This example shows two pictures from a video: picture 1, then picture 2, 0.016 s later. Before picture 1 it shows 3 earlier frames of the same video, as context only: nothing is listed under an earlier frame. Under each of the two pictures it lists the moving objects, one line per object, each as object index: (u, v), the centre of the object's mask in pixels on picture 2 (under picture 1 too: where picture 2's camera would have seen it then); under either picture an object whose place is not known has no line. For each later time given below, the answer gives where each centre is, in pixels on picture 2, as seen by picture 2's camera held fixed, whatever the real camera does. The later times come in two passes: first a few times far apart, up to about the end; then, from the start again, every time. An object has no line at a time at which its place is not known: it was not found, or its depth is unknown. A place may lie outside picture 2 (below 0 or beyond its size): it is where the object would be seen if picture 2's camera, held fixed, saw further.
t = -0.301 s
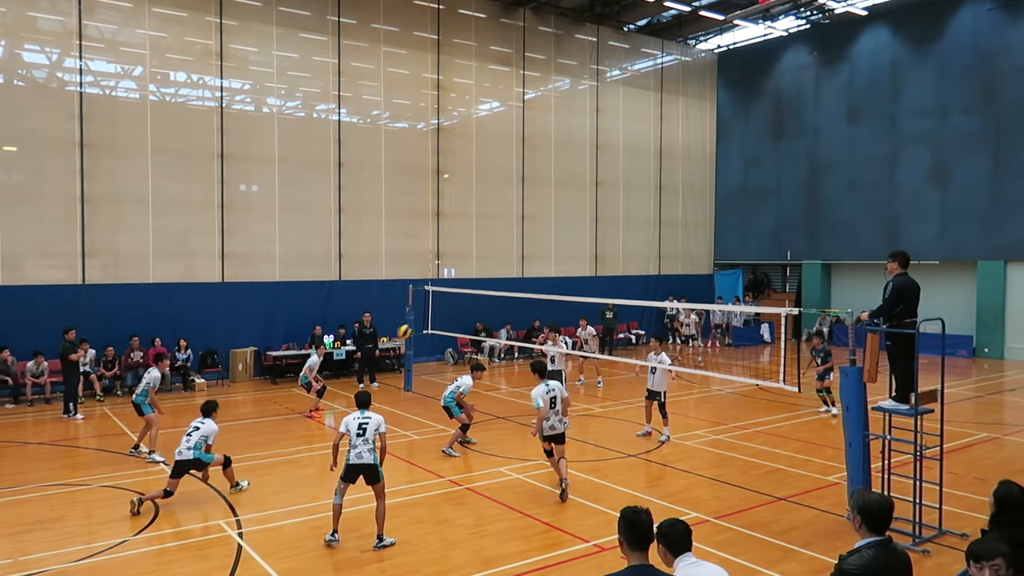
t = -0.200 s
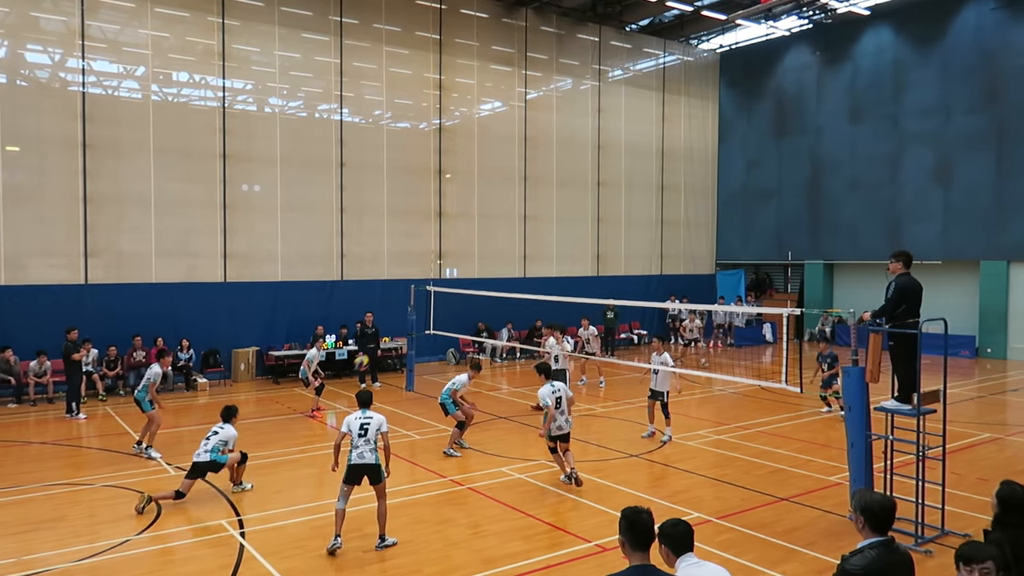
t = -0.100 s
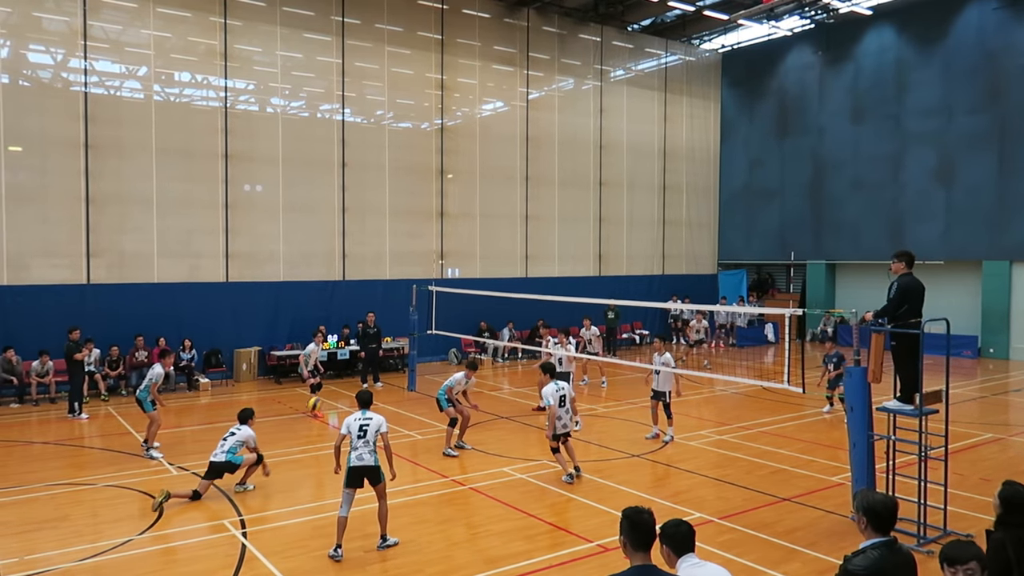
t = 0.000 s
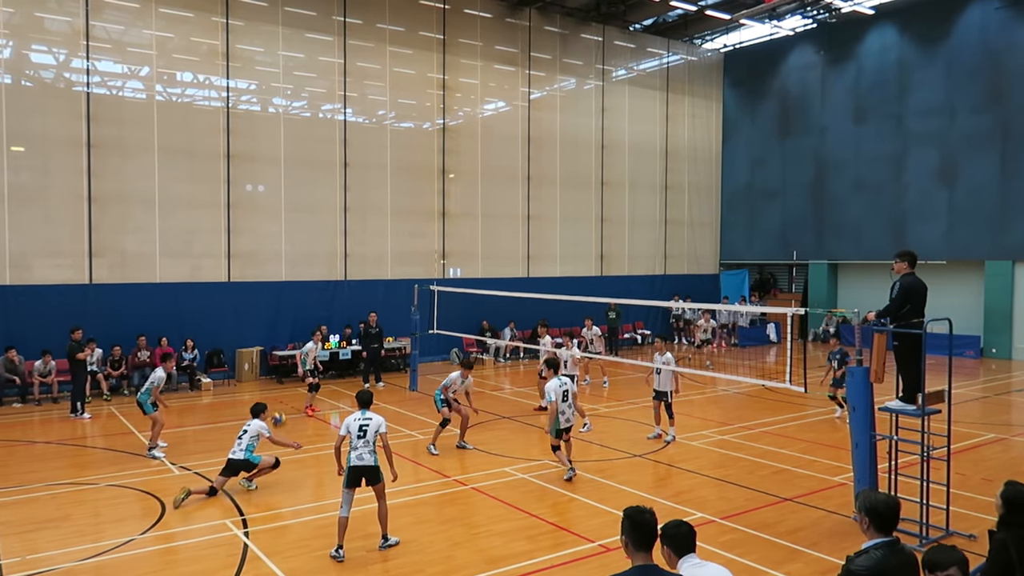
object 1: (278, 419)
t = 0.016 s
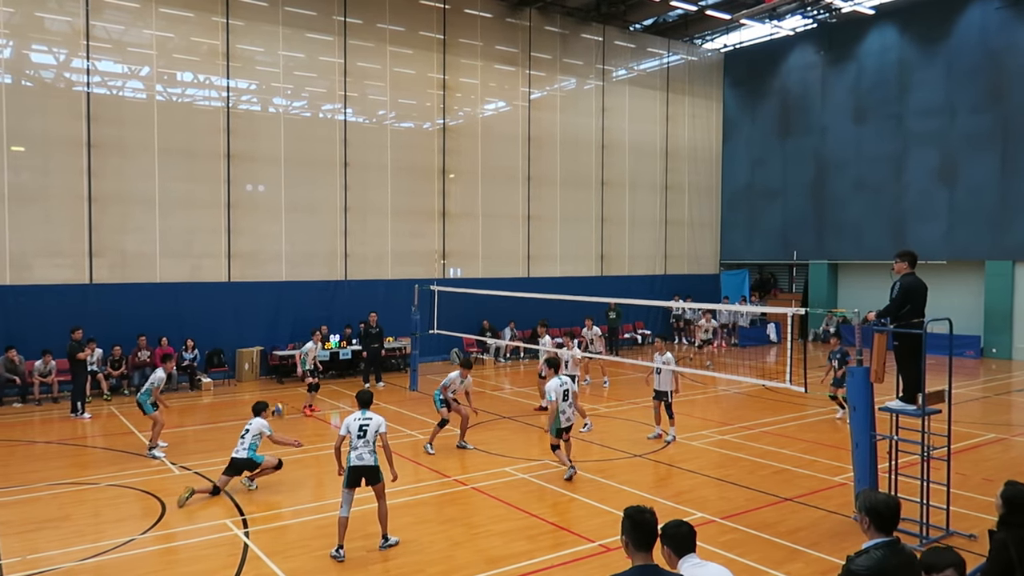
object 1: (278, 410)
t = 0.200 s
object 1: (272, 332)
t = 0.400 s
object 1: (264, 280)
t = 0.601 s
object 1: (256, 258)
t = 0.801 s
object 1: (250, 263)
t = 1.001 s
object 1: (243, 289)
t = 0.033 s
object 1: (277, 401)
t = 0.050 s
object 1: (276, 392)
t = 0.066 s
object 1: (276, 385)
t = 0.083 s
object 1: (276, 377)
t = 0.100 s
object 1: (275, 371)
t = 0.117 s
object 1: (274, 364)
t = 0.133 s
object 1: (274, 357)
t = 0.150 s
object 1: (273, 350)
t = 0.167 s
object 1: (273, 343)
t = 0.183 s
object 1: (273, 337)
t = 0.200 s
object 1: (272, 332)
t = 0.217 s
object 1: (272, 326)
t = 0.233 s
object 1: (271, 320)
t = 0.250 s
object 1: (270, 315)
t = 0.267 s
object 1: (269, 311)
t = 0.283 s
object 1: (269, 306)
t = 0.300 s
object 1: (268, 301)
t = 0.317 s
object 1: (268, 297)
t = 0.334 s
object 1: (267, 293)
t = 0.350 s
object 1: (266, 289)
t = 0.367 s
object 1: (266, 286)
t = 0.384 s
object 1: (265, 283)
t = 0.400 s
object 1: (264, 280)
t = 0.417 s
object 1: (263, 277)
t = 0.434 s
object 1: (263, 274)
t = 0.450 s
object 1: (262, 272)
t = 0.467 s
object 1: (261, 269)
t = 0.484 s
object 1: (261, 267)
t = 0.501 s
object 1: (261, 266)
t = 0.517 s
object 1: (260, 264)
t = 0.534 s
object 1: (259, 262)
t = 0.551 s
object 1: (258, 261)
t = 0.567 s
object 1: (258, 260)
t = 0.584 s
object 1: (257, 259)
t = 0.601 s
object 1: (256, 258)
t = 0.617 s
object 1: (256, 258)
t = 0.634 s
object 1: (256, 258)
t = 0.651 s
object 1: (255, 257)
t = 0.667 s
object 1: (255, 257)
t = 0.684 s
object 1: (253, 258)
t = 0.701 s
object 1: (253, 258)
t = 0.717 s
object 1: (253, 258)
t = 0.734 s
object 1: (252, 259)
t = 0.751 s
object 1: (251, 259)
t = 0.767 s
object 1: (251, 260)
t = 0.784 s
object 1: (250, 262)
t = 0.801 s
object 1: (250, 263)
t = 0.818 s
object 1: (249, 265)
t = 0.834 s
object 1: (249, 266)
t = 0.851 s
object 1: (248, 267)
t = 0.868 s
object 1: (247, 269)
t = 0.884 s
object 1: (247, 271)
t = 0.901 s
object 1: (246, 273)
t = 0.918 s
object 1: (246, 276)
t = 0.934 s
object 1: (246, 278)
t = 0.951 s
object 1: (245, 281)
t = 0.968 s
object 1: (245, 284)
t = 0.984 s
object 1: (244, 286)
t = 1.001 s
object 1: (243, 289)
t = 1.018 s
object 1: (243, 292)
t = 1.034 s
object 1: (242, 295)
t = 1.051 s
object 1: (242, 298)
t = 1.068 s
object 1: (242, 302)
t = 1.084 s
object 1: (241, 305)
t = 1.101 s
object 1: (241, 309)
